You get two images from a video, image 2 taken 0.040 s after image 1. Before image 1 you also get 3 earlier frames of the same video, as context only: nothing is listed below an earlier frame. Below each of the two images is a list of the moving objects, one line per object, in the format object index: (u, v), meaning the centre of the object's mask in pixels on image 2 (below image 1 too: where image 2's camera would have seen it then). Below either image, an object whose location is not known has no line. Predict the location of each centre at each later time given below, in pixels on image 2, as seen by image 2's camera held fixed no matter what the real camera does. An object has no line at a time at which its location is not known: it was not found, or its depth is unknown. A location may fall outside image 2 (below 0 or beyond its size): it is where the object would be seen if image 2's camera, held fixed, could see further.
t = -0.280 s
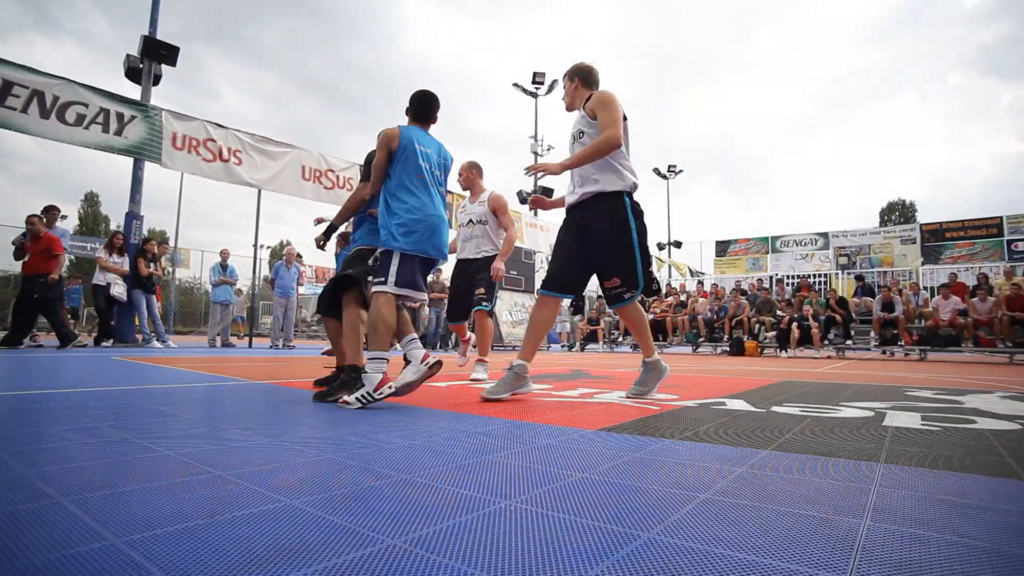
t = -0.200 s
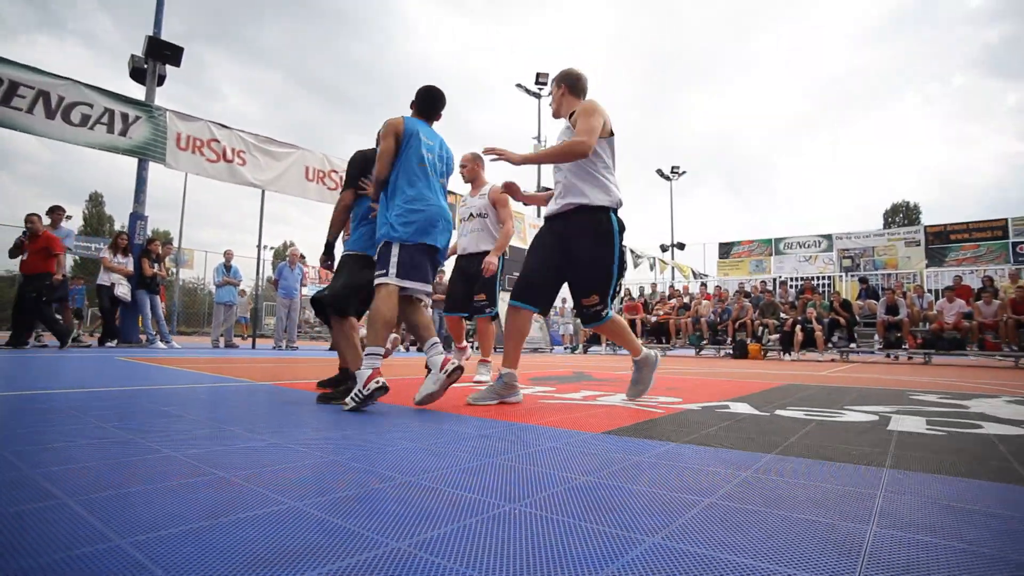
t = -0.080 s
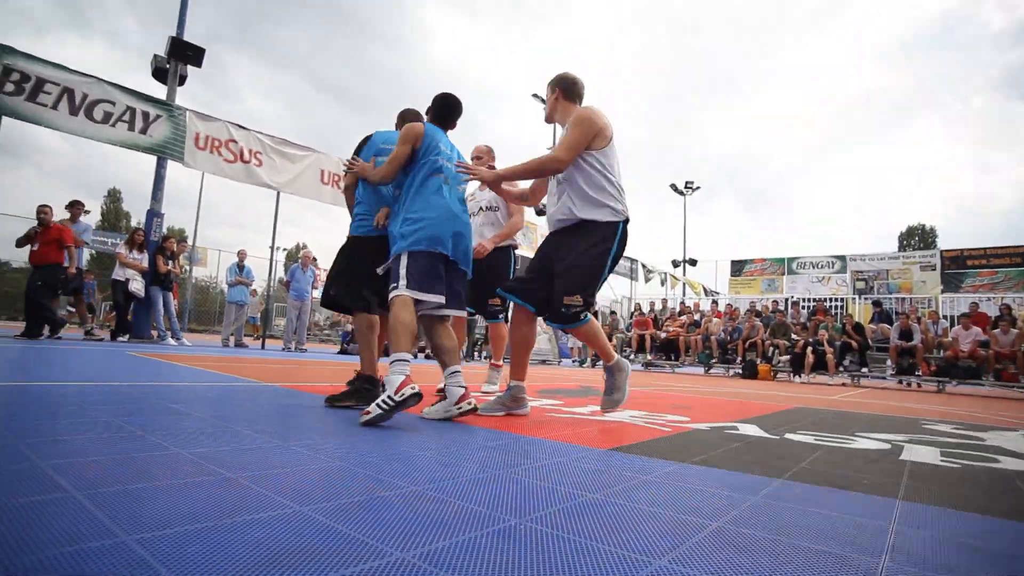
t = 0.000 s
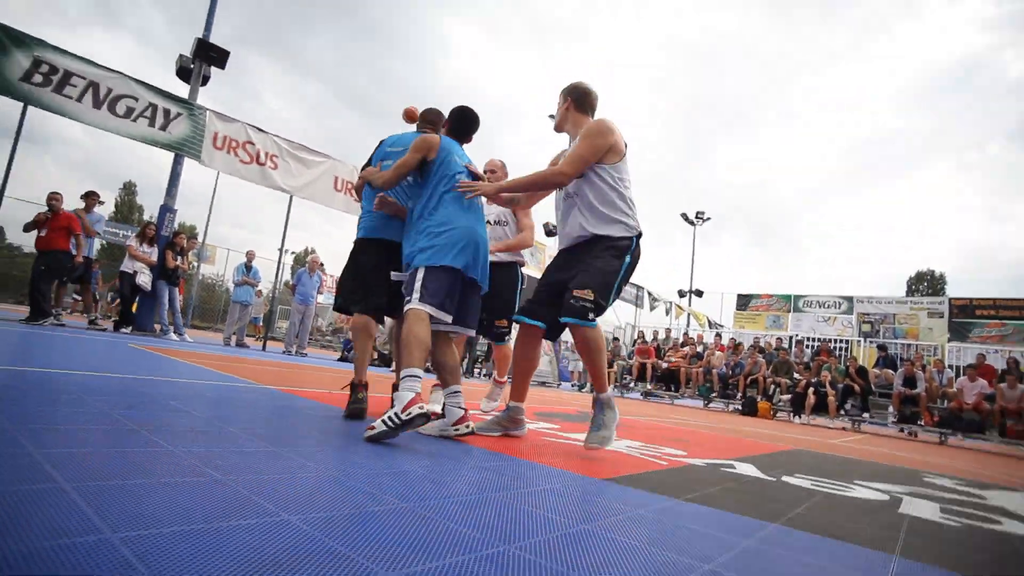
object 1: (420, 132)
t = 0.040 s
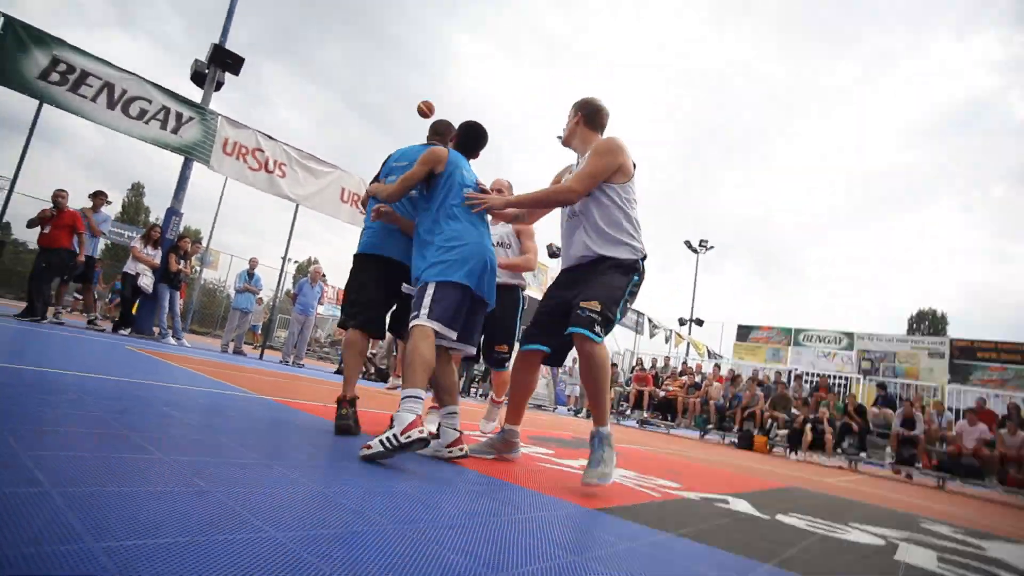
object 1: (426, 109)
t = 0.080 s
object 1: (431, 89)
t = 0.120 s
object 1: (437, 70)
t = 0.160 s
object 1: (444, 51)
